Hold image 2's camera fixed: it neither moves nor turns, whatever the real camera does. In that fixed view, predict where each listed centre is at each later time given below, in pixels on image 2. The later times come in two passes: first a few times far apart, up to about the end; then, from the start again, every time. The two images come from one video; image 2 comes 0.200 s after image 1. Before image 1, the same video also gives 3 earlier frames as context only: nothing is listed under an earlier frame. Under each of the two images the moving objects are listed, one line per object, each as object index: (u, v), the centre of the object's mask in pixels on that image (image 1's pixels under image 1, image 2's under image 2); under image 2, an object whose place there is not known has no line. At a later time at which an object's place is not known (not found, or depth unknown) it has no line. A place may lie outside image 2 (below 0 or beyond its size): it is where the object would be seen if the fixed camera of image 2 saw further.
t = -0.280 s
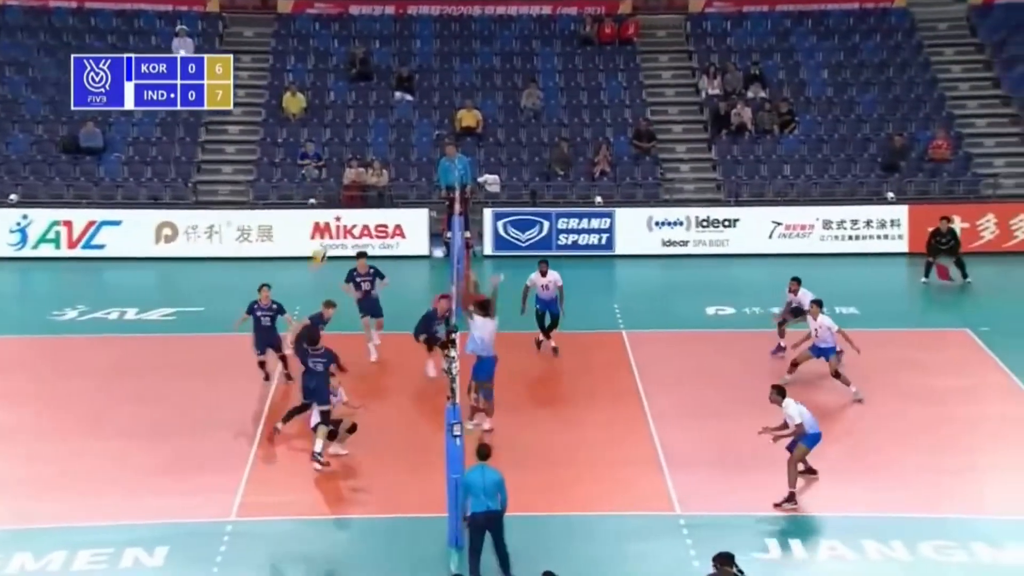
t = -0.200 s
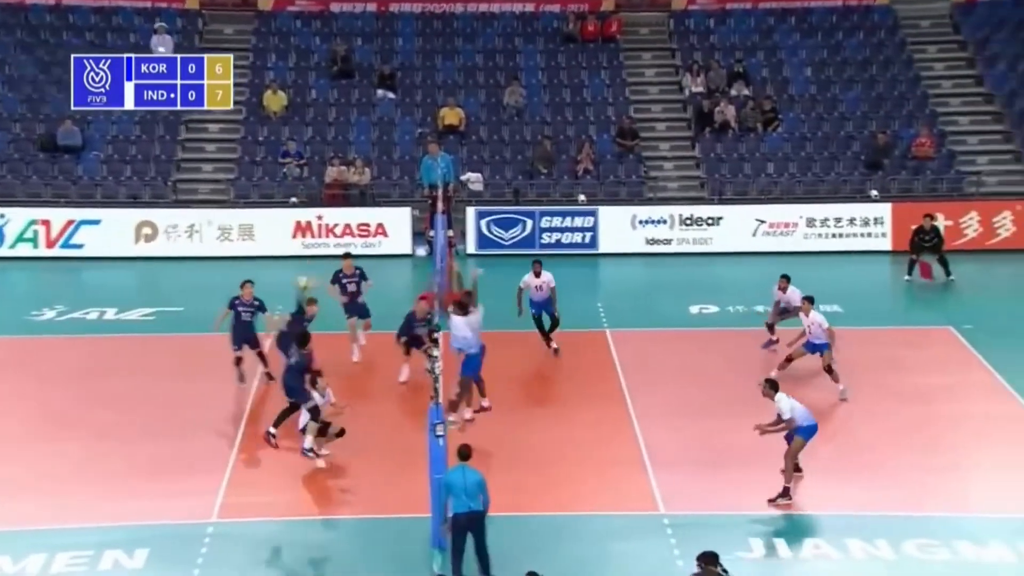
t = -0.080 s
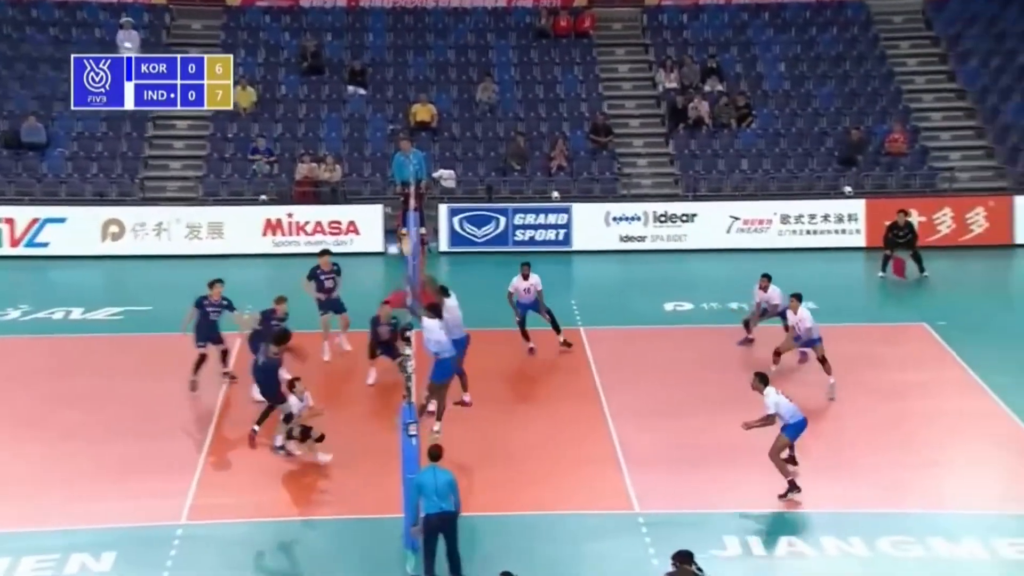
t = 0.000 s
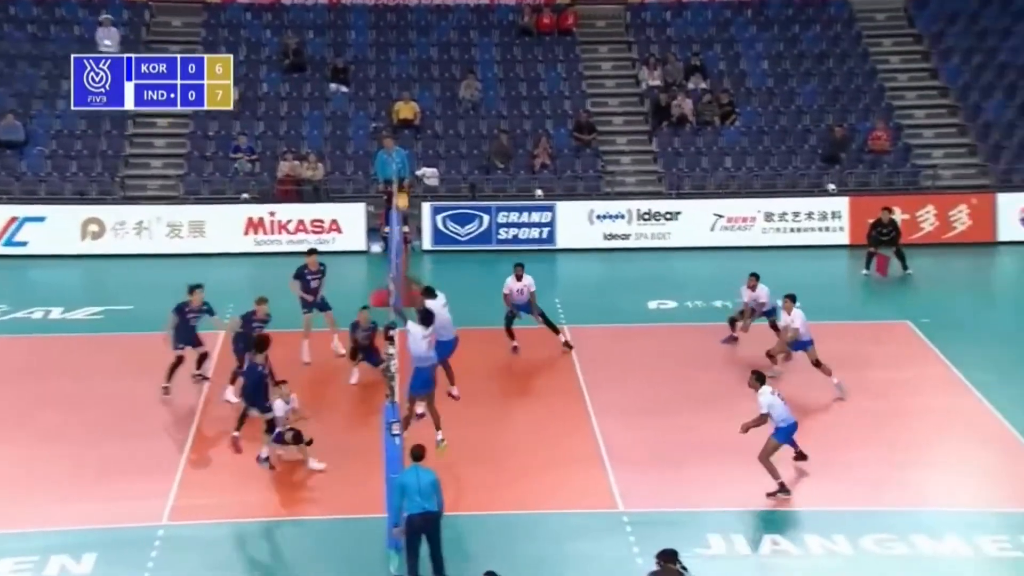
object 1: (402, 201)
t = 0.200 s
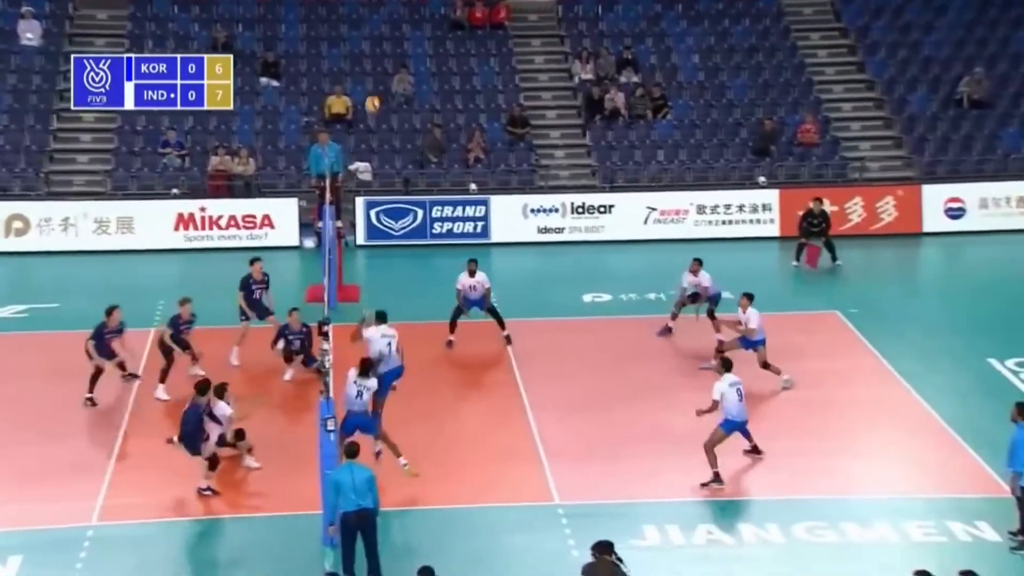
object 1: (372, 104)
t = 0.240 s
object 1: (379, 94)
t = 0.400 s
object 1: (403, 66)
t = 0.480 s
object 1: (414, 61)
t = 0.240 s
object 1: (379, 94)
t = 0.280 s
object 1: (385, 85)
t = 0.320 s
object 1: (391, 77)
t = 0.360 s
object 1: (397, 71)
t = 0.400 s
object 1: (403, 66)
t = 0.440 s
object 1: (409, 63)
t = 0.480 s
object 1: (414, 61)
